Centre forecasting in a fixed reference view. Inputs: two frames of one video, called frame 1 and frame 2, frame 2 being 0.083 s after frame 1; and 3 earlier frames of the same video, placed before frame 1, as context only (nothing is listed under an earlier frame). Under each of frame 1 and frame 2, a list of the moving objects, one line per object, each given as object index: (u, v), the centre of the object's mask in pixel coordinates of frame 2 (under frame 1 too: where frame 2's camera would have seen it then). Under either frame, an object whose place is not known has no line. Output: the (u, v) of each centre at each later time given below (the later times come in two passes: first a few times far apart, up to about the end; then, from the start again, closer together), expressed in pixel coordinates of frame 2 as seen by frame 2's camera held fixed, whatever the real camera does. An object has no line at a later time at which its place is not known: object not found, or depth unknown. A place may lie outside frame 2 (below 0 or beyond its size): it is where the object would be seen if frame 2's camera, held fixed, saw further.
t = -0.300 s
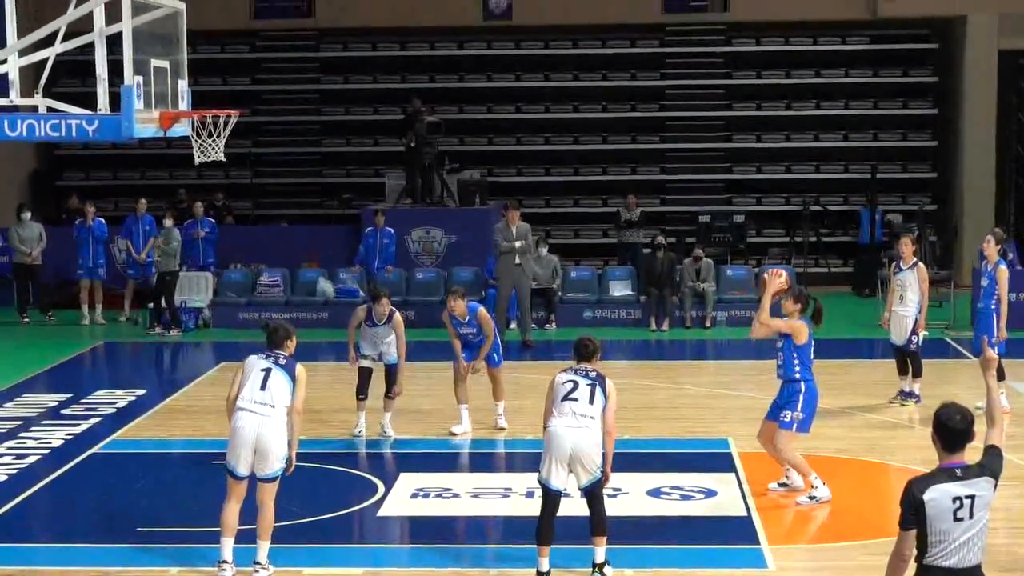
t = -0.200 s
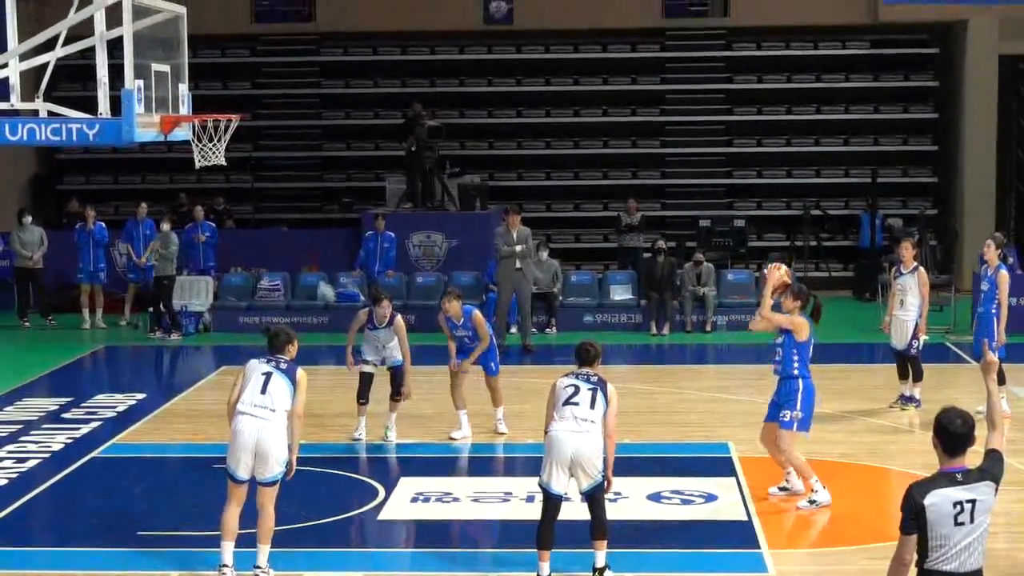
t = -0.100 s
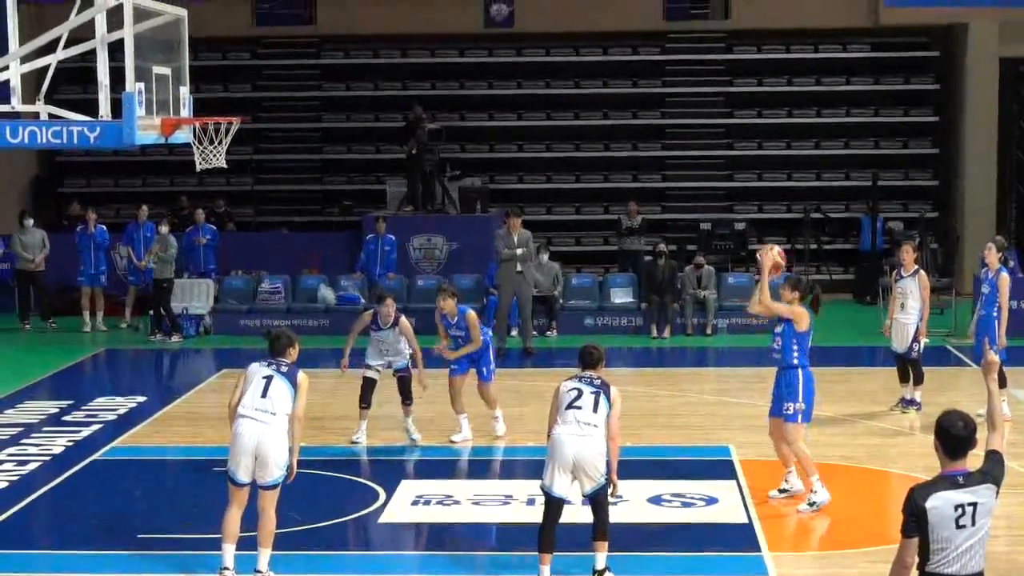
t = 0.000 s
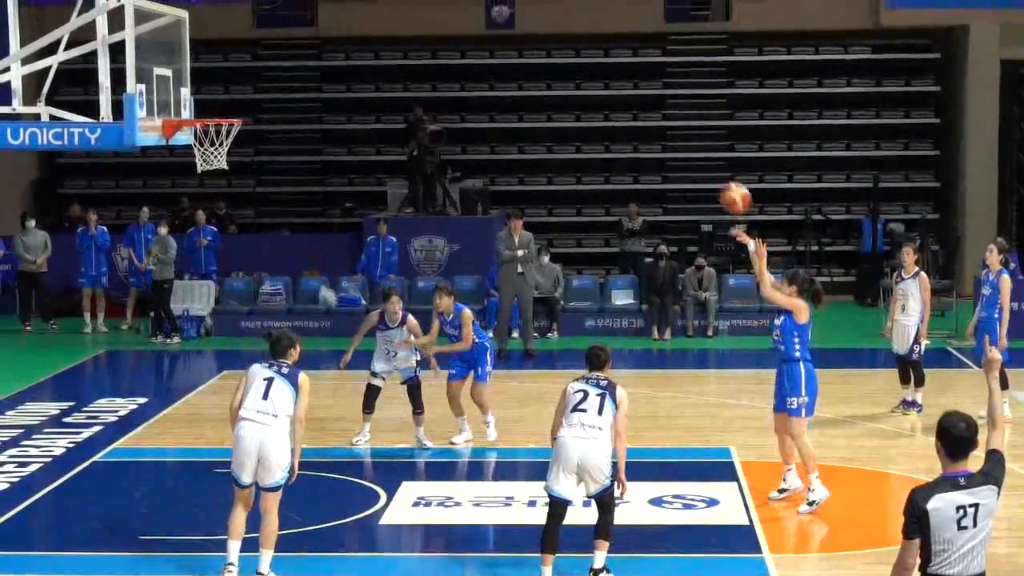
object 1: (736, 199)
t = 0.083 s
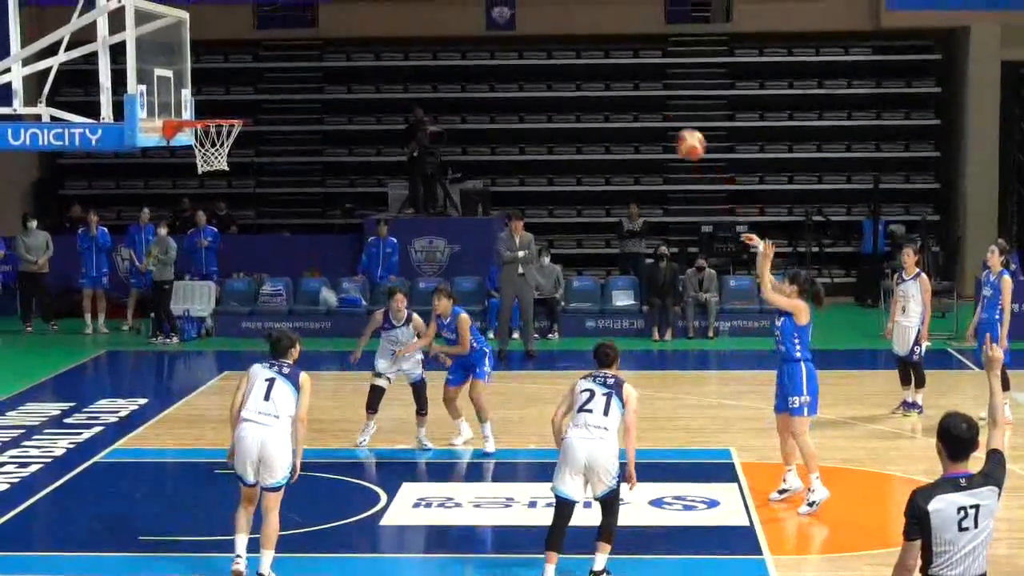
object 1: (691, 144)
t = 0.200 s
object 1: (627, 82)
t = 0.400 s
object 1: (519, 14)
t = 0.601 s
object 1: (415, 2)
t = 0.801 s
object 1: (310, 24)
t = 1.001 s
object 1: (209, 103)
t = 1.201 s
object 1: (238, 140)
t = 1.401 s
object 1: (221, 159)
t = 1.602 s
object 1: (198, 216)
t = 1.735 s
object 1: (182, 282)
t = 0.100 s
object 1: (681, 135)
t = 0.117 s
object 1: (673, 125)
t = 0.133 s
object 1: (663, 116)
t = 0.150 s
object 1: (654, 107)
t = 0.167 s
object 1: (645, 99)
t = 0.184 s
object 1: (636, 90)
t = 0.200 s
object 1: (627, 82)
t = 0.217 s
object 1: (618, 75)
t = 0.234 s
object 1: (609, 68)
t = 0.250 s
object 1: (601, 61)
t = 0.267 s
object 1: (591, 54)
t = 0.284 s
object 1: (582, 48)
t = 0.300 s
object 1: (574, 42)
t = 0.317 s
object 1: (564, 37)
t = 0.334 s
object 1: (556, 32)
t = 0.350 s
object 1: (547, 26)
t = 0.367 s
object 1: (539, 22)
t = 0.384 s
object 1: (529, 18)
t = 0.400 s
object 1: (519, 14)
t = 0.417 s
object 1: (511, 10)
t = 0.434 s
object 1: (502, 9)
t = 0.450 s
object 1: (494, 7)
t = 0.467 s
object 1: (486, 5)
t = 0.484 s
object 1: (477, 4)
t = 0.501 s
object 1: (470, 4)
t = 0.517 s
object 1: (459, 3)
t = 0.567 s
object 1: (431, 2)
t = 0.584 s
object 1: (423, 2)
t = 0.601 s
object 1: (415, 2)
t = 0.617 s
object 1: (407, 3)
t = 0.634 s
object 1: (398, 3)
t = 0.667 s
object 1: (378, 5)
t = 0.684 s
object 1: (370, 6)
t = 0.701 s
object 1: (362, 7)
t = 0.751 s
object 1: (335, 12)
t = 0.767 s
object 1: (327, 17)
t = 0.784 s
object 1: (319, 20)
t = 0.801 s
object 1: (310, 24)
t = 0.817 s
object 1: (302, 29)
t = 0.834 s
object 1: (293, 35)
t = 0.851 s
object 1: (284, 40)
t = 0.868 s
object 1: (276, 46)
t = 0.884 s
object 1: (268, 51)
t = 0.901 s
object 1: (259, 58)
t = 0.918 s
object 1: (251, 65)
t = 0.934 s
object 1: (242, 72)
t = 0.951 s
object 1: (234, 79)
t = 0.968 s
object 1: (226, 87)
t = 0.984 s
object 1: (218, 95)
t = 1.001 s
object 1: (209, 103)
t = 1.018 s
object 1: (202, 109)
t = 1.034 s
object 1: (200, 113)
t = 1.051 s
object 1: (207, 121)
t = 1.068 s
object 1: (215, 128)
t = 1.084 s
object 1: (222, 132)
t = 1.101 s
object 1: (230, 135)
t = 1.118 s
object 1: (237, 139)
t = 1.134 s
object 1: (240, 135)
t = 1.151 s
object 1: (239, 138)
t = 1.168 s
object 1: (239, 140)
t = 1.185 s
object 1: (239, 140)
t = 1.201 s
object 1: (238, 140)
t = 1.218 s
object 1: (237, 141)
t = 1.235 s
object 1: (236, 141)
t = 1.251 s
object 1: (235, 142)
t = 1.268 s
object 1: (233, 141)
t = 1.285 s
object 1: (232, 142)
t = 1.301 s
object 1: (232, 144)
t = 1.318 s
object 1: (230, 149)
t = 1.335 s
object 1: (229, 147)
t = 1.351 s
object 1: (227, 153)
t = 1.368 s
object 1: (225, 154)
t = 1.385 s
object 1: (224, 156)
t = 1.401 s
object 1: (221, 159)
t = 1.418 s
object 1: (218, 161)
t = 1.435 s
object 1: (216, 164)
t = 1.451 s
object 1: (214, 172)
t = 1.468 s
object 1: (214, 177)
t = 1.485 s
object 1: (212, 180)
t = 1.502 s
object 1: (210, 183)
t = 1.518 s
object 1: (208, 187)
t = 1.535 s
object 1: (206, 192)
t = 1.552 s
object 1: (204, 197)
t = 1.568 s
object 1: (202, 203)
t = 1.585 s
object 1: (200, 209)
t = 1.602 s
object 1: (198, 216)
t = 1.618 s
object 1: (197, 223)
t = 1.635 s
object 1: (194, 231)
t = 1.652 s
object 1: (192, 239)
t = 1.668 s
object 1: (190, 247)
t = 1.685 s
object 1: (188, 256)
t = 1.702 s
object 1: (186, 264)
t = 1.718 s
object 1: (184, 273)
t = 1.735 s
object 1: (182, 282)
